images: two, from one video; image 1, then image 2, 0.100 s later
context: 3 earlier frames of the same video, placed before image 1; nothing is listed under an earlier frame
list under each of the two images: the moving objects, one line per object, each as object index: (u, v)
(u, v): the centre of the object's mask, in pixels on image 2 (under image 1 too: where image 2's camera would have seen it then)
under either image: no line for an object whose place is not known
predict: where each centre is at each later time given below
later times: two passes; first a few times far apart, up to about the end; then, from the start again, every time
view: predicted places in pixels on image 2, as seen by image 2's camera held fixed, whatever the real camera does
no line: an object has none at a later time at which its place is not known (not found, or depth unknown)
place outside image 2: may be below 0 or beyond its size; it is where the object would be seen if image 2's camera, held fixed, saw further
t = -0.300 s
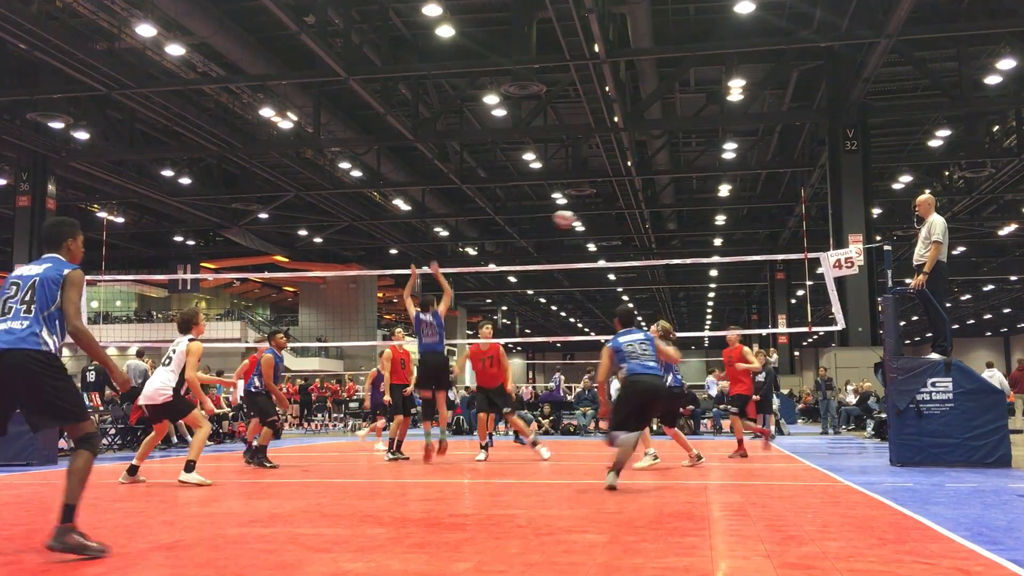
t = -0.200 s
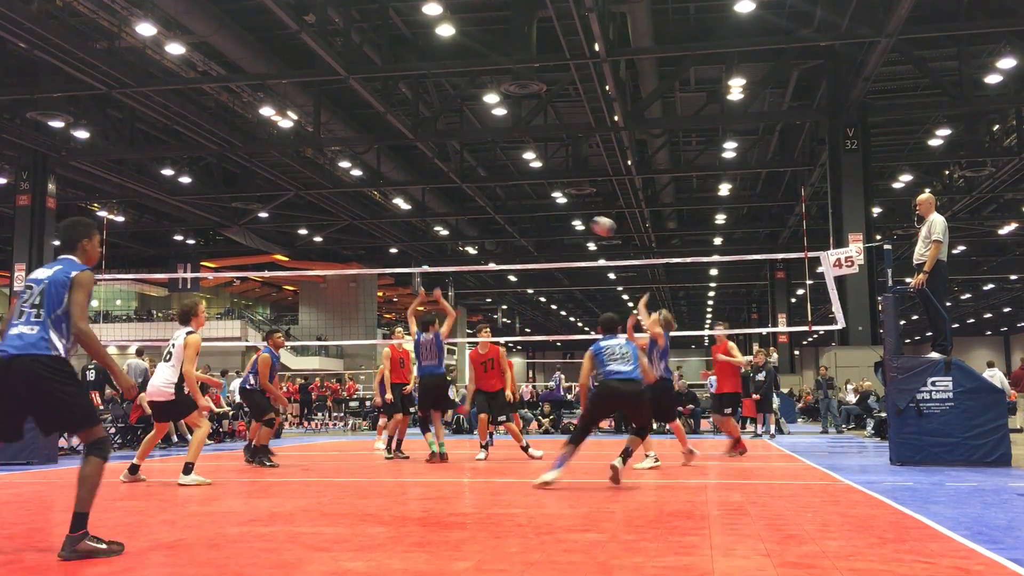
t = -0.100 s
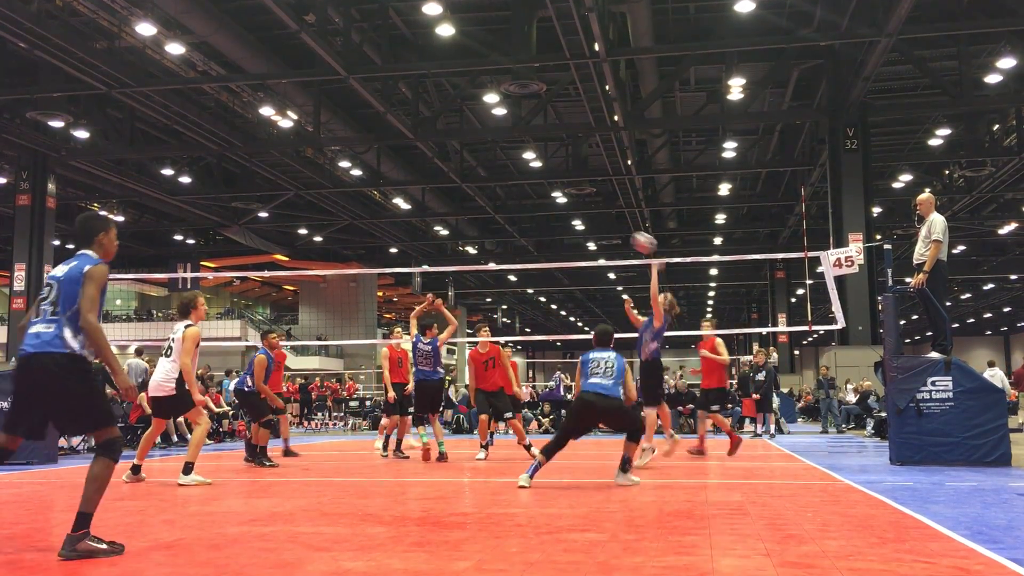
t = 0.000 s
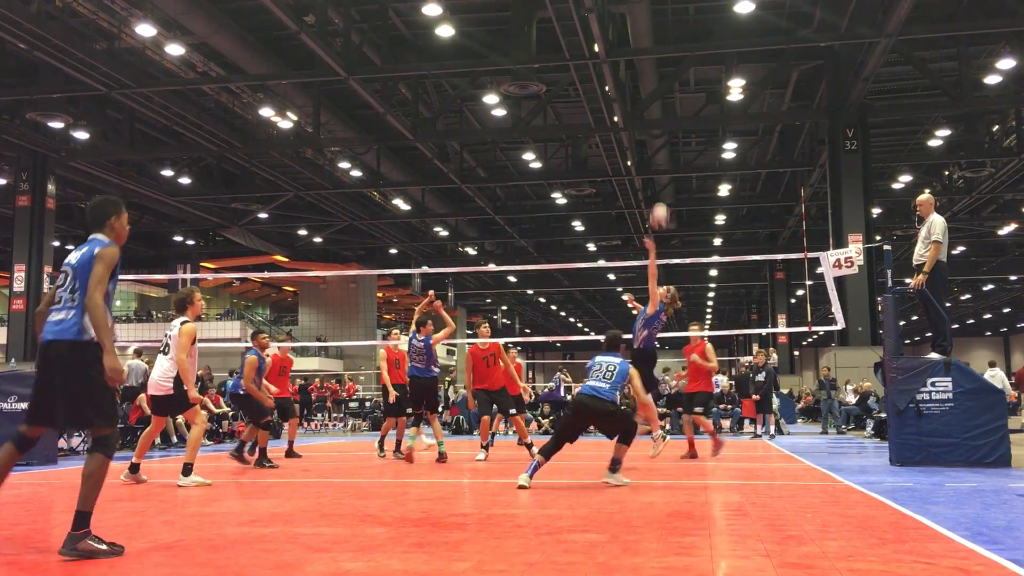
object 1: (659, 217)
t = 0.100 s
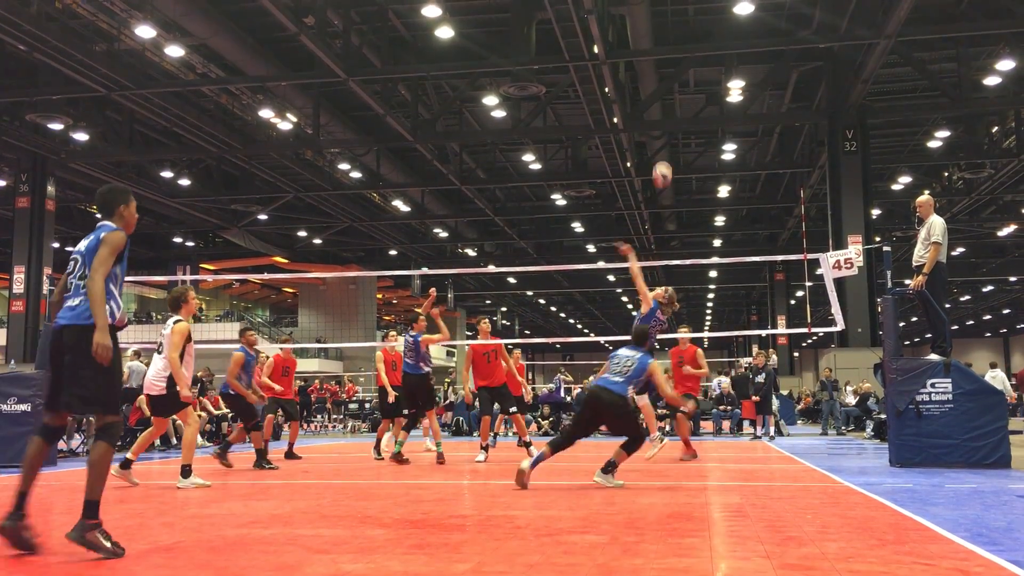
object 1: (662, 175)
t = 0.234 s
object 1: (666, 130)
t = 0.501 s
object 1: (677, 88)
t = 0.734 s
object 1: (690, 105)
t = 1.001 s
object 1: (706, 200)
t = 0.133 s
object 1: (663, 162)
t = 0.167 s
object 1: (664, 151)
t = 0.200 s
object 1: (665, 140)
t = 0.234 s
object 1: (666, 130)
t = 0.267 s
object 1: (667, 121)
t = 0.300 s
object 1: (669, 114)
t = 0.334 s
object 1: (670, 107)
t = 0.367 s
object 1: (672, 101)
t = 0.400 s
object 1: (673, 96)
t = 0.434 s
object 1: (674, 92)
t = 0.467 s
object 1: (676, 89)
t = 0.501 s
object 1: (677, 88)
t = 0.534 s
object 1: (679, 87)
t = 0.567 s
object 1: (681, 87)
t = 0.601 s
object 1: (683, 89)
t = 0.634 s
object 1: (684, 91)
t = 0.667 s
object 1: (686, 94)
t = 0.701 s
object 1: (688, 100)
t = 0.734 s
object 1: (690, 105)
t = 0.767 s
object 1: (692, 113)
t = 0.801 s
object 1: (694, 121)
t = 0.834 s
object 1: (695, 131)
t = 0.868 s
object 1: (697, 142)
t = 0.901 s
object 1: (700, 155)
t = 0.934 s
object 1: (702, 169)
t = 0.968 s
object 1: (704, 184)
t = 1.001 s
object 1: (706, 200)
